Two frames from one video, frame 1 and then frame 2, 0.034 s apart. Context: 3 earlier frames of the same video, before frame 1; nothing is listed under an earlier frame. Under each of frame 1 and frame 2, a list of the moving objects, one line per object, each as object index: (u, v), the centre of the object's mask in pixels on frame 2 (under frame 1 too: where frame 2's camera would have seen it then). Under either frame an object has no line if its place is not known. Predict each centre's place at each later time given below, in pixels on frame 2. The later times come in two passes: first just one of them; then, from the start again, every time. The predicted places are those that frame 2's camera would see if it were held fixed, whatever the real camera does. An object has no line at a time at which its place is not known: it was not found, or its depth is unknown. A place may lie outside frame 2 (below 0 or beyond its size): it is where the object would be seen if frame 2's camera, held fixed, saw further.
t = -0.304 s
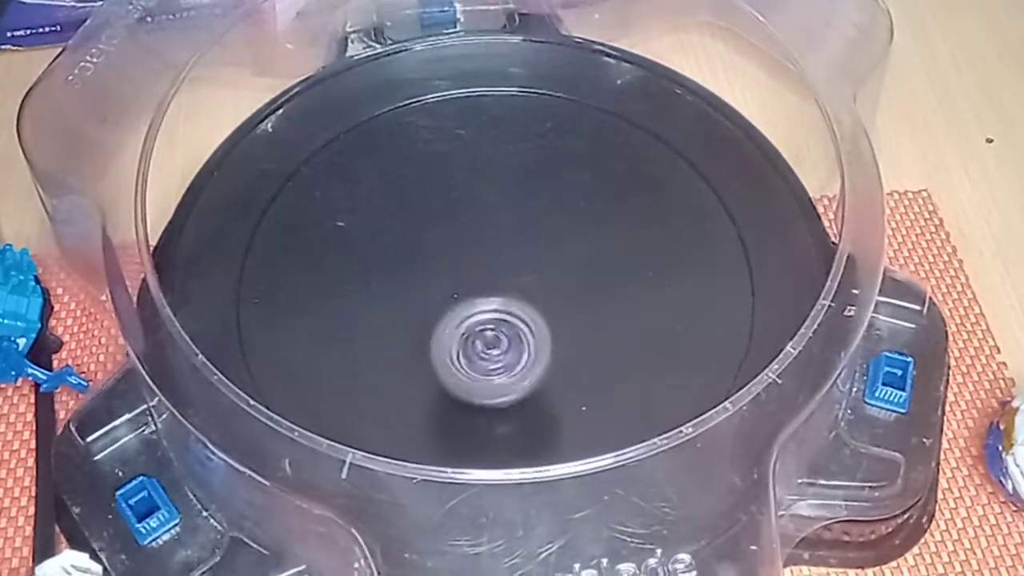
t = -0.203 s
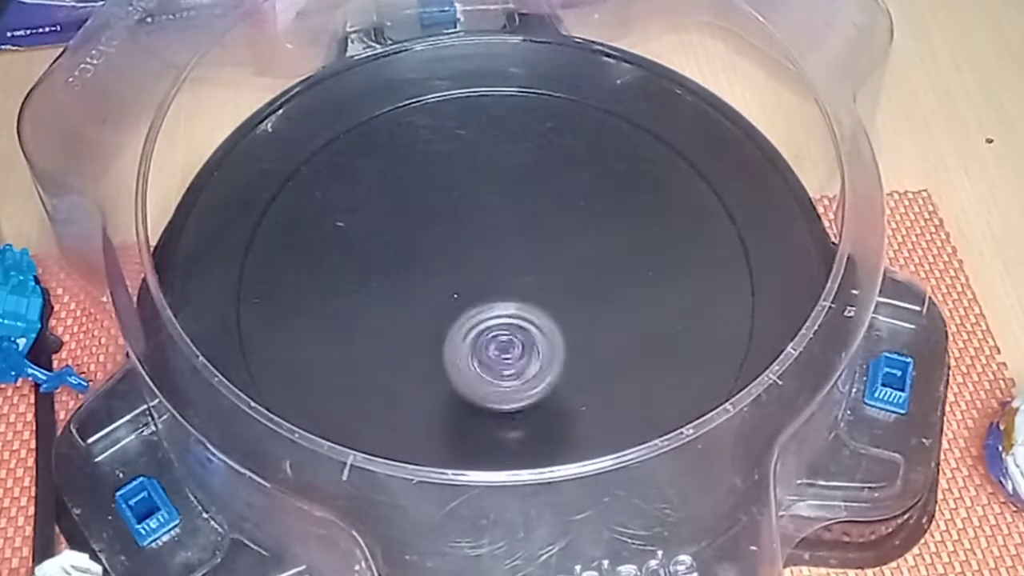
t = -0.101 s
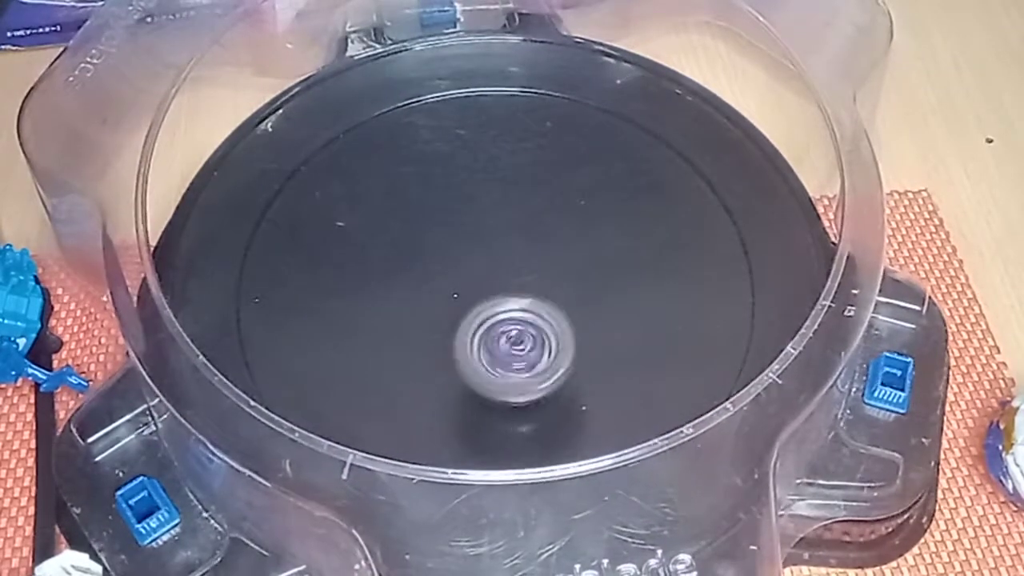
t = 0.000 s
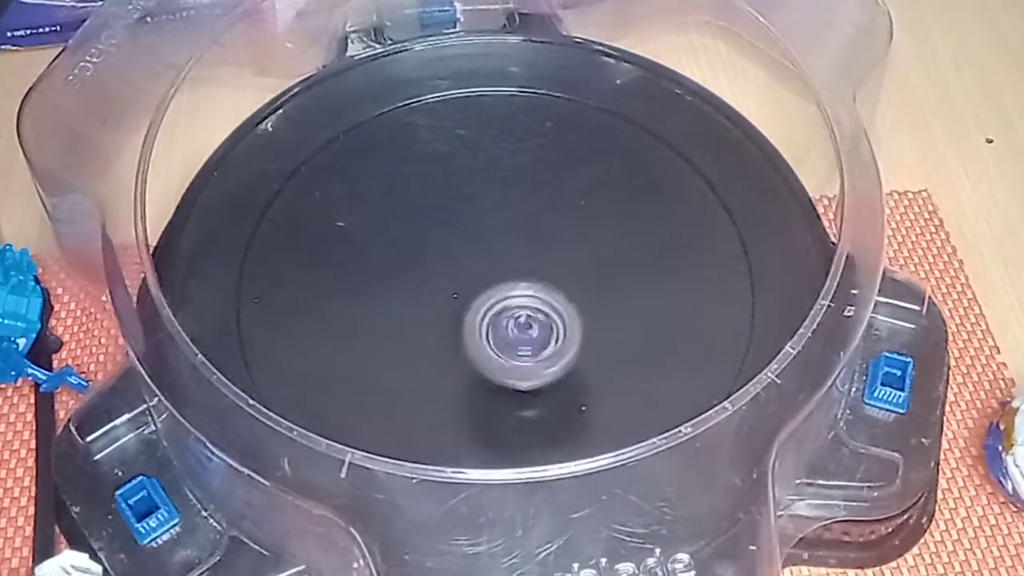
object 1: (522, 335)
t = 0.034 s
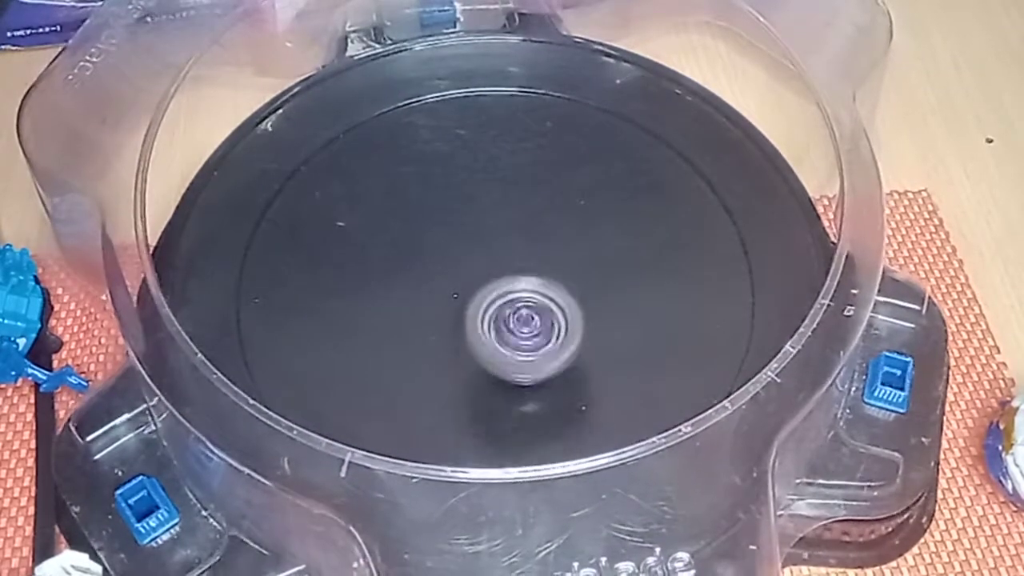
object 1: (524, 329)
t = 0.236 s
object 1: (508, 277)
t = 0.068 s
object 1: (524, 321)
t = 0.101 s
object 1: (523, 313)
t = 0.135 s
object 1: (522, 303)
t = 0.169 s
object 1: (518, 296)
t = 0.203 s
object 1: (514, 288)
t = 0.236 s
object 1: (508, 277)
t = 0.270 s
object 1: (501, 269)
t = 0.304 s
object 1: (491, 260)
